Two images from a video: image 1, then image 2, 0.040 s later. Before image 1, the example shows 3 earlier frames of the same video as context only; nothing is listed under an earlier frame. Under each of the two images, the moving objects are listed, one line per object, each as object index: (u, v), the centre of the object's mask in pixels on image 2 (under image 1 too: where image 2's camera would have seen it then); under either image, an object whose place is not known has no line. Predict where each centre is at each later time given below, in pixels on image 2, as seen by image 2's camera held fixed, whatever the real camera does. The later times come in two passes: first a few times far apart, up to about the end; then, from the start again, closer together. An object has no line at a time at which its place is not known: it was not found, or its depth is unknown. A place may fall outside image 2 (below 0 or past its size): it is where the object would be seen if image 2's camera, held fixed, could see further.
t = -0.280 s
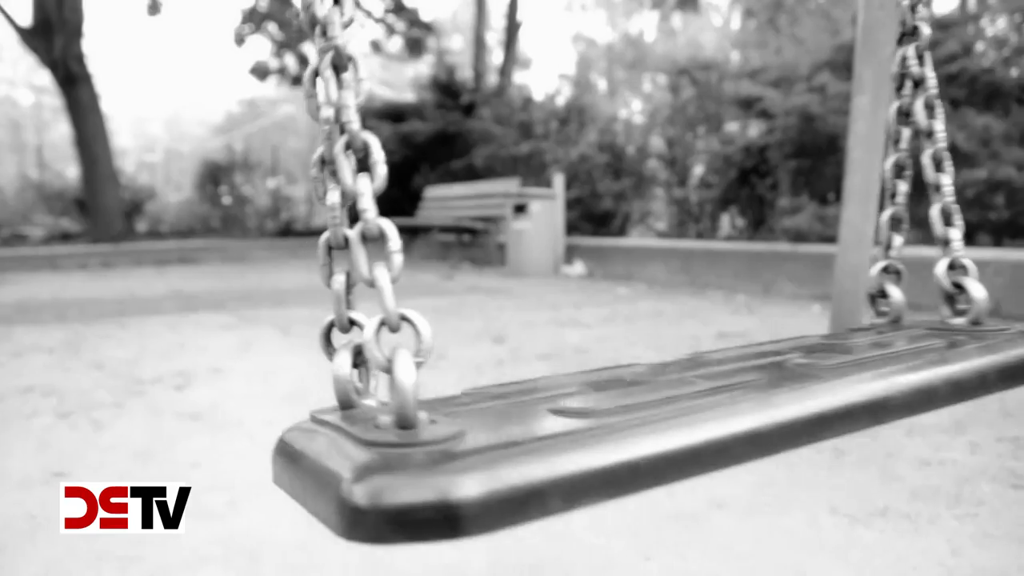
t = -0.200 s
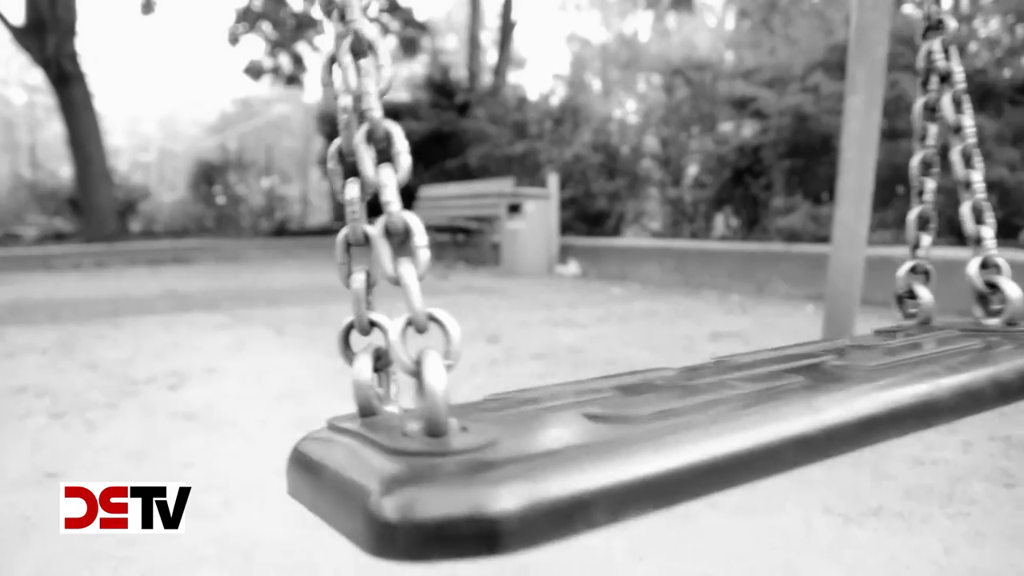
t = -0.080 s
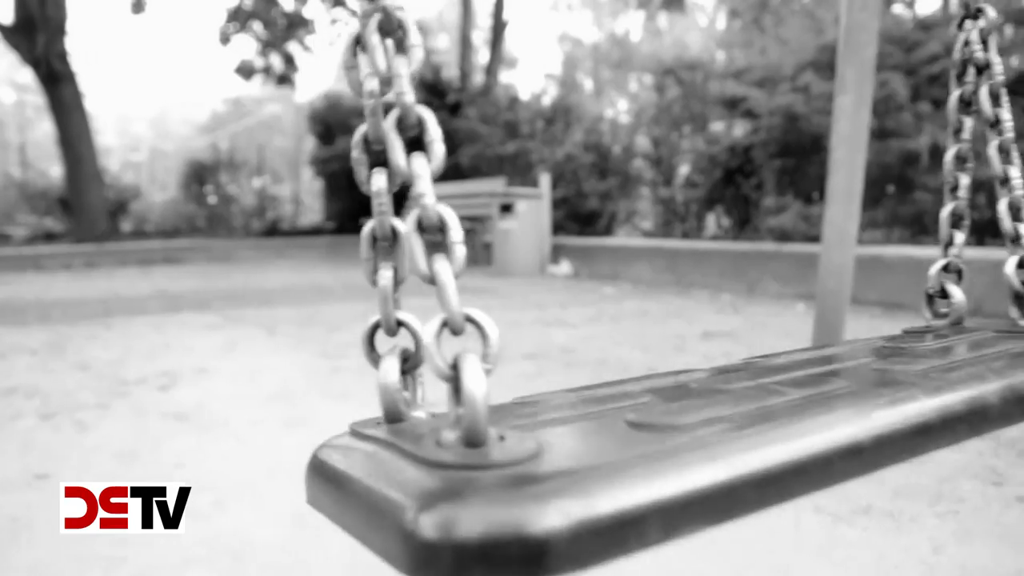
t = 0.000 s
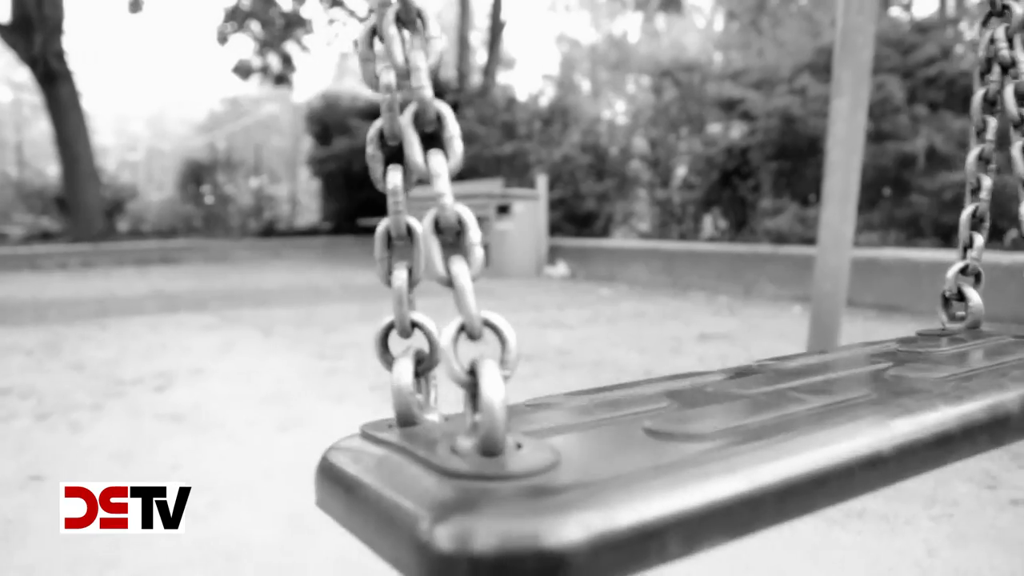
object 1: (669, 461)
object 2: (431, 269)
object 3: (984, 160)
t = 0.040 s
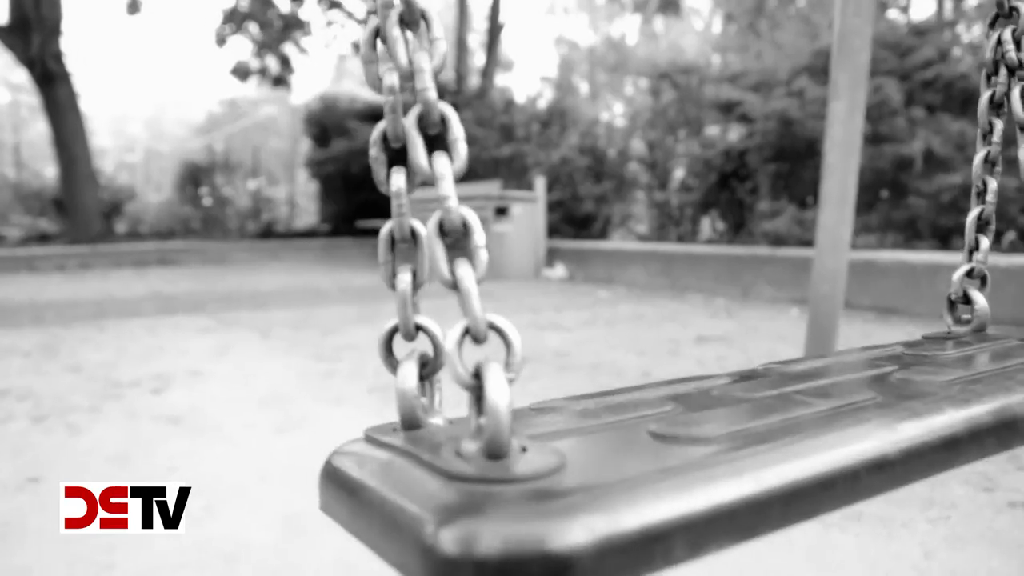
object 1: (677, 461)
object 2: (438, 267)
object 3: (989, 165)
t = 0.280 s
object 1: (679, 452)
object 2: (433, 258)
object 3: (998, 162)
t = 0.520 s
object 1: (643, 419)
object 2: (378, 240)
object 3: (931, 184)
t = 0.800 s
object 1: (542, 385)
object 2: (304, 216)
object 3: (805, 188)
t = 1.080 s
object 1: (462, 358)
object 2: (250, 205)
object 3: (698, 184)
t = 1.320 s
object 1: (419, 344)
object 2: (219, 206)
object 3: (643, 183)
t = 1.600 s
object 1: (401, 344)
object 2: (200, 206)
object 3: (628, 182)
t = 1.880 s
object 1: (428, 359)
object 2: (210, 214)
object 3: (671, 189)
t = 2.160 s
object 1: (500, 385)
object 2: (251, 226)
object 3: (771, 191)
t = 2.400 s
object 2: (315, 244)
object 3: (891, 194)
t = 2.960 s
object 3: (986, 177)
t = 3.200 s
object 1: (635, 412)
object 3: (931, 188)
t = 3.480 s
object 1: (541, 384)
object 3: (804, 194)
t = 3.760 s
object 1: (462, 360)
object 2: (252, 222)
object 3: (705, 193)
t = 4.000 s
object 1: (428, 346)
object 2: (222, 210)
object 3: (659, 192)
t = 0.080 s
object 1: (682, 461)
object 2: (442, 266)
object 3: (993, 166)
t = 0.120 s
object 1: (685, 460)
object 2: (444, 266)
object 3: (997, 164)
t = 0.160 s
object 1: (688, 459)
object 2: (445, 266)
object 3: (999, 160)
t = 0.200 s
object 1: (687, 458)
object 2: (442, 265)
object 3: (1000, 157)
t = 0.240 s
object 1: (684, 455)
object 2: (438, 262)
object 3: (1000, 158)
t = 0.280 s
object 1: (679, 452)
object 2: (433, 258)
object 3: (998, 162)
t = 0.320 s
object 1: (675, 448)
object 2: (427, 254)
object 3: (994, 172)
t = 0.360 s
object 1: (670, 443)
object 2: (418, 253)
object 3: (983, 180)
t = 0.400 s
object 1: (665, 437)
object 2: (409, 248)
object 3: (984, 186)
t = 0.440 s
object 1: (659, 431)
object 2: (399, 245)
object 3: (970, 192)
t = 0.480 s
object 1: (651, 425)
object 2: (389, 243)
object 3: (951, 189)
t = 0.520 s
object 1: (643, 419)
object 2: (378, 240)
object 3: (931, 184)
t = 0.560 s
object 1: (628, 415)
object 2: (368, 239)
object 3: (914, 191)
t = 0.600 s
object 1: (613, 409)
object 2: (357, 238)
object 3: (897, 190)
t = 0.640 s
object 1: (598, 404)
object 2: (346, 236)
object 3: (880, 194)
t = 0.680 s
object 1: (584, 399)
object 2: (335, 232)
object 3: (859, 195)
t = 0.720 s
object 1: (568, 394)
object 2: (324, 222)
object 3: (842, 190)
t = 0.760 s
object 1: (553, 389)
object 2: (314, 220)
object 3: (822, 190)
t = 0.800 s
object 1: (542, 385)
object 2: (304, 216)
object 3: (805, 188)
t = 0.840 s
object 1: (528, 381)
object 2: (295, 214)
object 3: (789, 188)
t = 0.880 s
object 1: (517, 376)
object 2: (287, 215)
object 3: (773, 185)
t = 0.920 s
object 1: (505, 372)
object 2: (279, 213)
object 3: (756, 186)
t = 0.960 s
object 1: (493, 368)
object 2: (269, 209)
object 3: (740, 186)
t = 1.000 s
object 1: (483, 365)
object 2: (262, 207)
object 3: (726, 183)
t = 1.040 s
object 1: (472, 361)
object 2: (255, 203)
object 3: (712, 184)
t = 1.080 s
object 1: (462, 358)
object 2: (250, 205)
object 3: (698, 184)
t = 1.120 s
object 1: (454, 355)
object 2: (244, 204)
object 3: (688, 184)
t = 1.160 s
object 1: (444, 353)
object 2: (238, 207)
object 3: (677, 186)
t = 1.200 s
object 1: (438, 350)
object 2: (233, 207)
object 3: (667, 184)
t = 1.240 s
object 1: (430, 348)
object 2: (229, 206)
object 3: (658, 183)
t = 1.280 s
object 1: (425, 346)
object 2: (223, 202)
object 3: (650, 183)
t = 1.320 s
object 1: (419, 344)
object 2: (219, 206)
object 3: (643, 183)
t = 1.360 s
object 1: (416, 343)
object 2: (214, 202)
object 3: (638, 181)
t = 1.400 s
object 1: (411, 342)
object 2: (211, 203)
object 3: (633, 181)
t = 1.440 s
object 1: (406, 342)
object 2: (208, 204)
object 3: (629, 181)
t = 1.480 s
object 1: (404, 342)
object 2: (206, 206)
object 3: (628, 183)
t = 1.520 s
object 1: (403, 342)
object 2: (203, 204)
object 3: (627, 182)
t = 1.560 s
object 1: (402, 342)
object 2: (202, 209)
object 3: (627, 182)
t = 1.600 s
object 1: (401, 344)
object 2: (200, 206)
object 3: (628, 182)
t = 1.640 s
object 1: (403, 345)
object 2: (199, 208)
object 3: (631, 183)
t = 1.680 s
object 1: (405, 347)
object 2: (200, 212)
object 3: (634, 183)
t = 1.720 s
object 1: (408, 349)
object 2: (200, 210)
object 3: (639, 185)
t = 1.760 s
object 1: (412, 351)
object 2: (202, 216)
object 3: (645, 186)
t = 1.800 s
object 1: (416, 354)
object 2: (204, 216)
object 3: (652, 188)
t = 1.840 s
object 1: (422, 356)
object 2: (207, 216)
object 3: (661, 188)
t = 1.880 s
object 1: (428, 359)
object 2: (210, 214)
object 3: (671, 189)
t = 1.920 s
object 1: (437, 363)
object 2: (214, 216)
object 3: (682, 192)
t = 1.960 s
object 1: (445, 366)
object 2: (219, 216)
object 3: (694, 188)
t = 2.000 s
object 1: (453, 369)
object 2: (226, 224)
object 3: (708, 189)
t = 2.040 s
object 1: (464, 373)
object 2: (231, 227)
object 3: (723, 189)
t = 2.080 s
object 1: (474, 377)
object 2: (237, 224)
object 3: (738, 192)
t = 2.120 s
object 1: (485, 381)
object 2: (244, 225)
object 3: (754, 192)
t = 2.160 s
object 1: (500, 385)
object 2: (251, 226)
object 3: (771, 191)
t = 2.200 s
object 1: (513, 389)
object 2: (261, 235)
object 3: (789, 192)
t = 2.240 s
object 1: (526, 394)
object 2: (270, 237)
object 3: (807, 192)
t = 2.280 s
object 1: (540, 398)
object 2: (280, 238)
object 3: (830, 194)
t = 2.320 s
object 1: (555, 402)
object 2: (291, 241)
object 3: (852, 187)
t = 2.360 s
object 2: (301, 239)
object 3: (871, 195)
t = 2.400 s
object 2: (315, 244)
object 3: (891, 194)
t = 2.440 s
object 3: (912, 191)
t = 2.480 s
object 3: (932, 194)
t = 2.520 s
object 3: (951, 192)
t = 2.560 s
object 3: (966, 190)
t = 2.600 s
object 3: (961, 186)
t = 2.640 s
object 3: (973, 178)
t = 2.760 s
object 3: (991, 168)
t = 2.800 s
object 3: (994, 168)
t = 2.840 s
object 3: (997, 170)
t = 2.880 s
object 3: (999, 172)
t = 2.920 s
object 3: (996, 173)
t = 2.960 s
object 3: (986, 177)
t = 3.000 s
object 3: (976, 184)
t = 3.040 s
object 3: (989, 189)
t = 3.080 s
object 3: (978, 189)
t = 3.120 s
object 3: (963, 189)
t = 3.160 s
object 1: (647, 416)
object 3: (952, 193)
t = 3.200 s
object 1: (635, 412)
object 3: (931, 188)
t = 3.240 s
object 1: (622, 408)
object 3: (915, 191)
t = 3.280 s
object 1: (610, 404)
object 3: (897, 189)
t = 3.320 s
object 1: (595, 400)
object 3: (879, 191)
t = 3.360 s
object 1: (582, 396)
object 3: (861, 195)
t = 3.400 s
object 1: (568, 393)
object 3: (844, 192)
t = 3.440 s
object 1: (554, 389)
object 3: (819, 194)
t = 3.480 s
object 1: (541, 384)
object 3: (804, 194)
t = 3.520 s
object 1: (526, 380)
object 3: (787, 194)
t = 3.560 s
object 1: (513, 377)
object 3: (770, 195)
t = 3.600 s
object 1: (500, 373)
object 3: (757, 194)
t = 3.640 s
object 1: (490, 369)
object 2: (276, 232)
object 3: (743, 193)
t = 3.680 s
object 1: (479, 366)
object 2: (268, 230)
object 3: (730, 194)
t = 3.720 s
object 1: (470, 363)
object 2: (259, 222)
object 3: (717, 197)
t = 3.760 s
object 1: (462, 360)
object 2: (252, 222)
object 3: (705, 193)
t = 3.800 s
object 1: (455, 356)
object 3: (694, 190)
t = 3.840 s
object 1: (448, 354)
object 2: (241, 219)
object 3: (684, 193)
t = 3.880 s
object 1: (442, 351)
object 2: (234, 215)
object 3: (676, 192)
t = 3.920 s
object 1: (436, 349)
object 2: (229, 210)
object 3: (669, 192)
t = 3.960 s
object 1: (432, 348)
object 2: (226, 214)
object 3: (664, 191)
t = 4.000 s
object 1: (428, 346)
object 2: (222, 210)
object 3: (659, 192)
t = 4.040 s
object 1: (424, 345)
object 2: (217, 209)
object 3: (654, 192)
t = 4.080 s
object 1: (422, 344)
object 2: (214, 208)
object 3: (651, 189)
